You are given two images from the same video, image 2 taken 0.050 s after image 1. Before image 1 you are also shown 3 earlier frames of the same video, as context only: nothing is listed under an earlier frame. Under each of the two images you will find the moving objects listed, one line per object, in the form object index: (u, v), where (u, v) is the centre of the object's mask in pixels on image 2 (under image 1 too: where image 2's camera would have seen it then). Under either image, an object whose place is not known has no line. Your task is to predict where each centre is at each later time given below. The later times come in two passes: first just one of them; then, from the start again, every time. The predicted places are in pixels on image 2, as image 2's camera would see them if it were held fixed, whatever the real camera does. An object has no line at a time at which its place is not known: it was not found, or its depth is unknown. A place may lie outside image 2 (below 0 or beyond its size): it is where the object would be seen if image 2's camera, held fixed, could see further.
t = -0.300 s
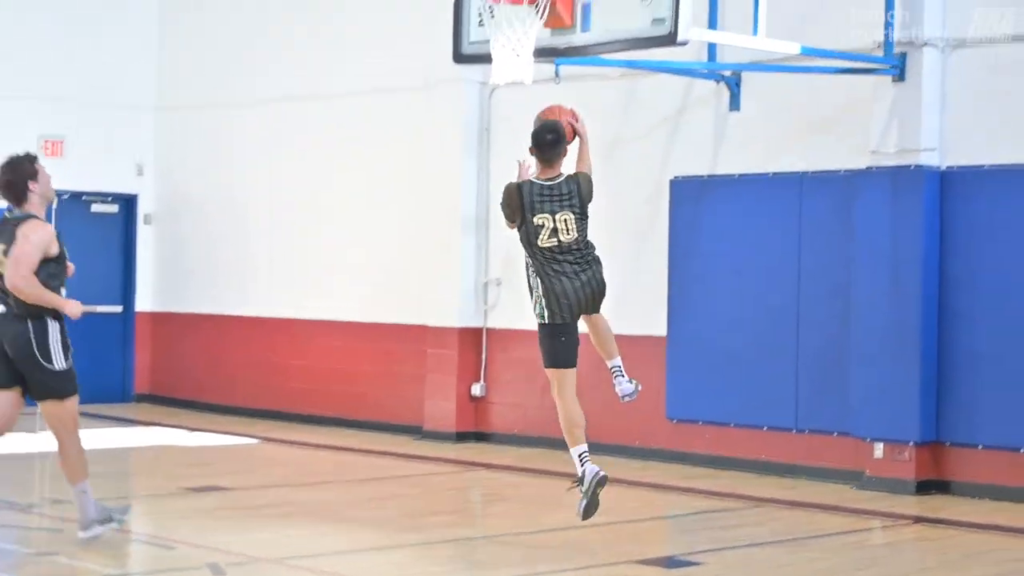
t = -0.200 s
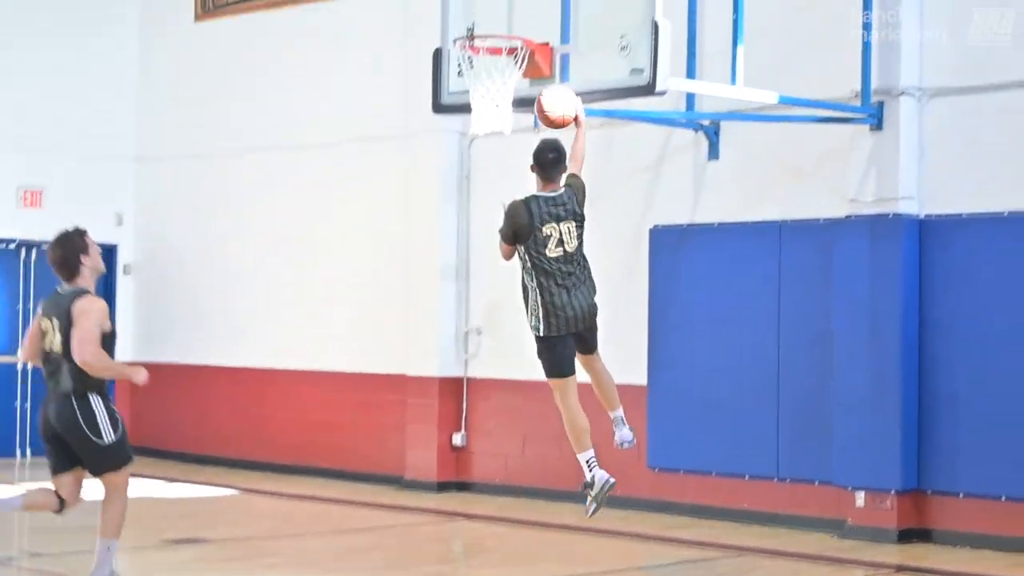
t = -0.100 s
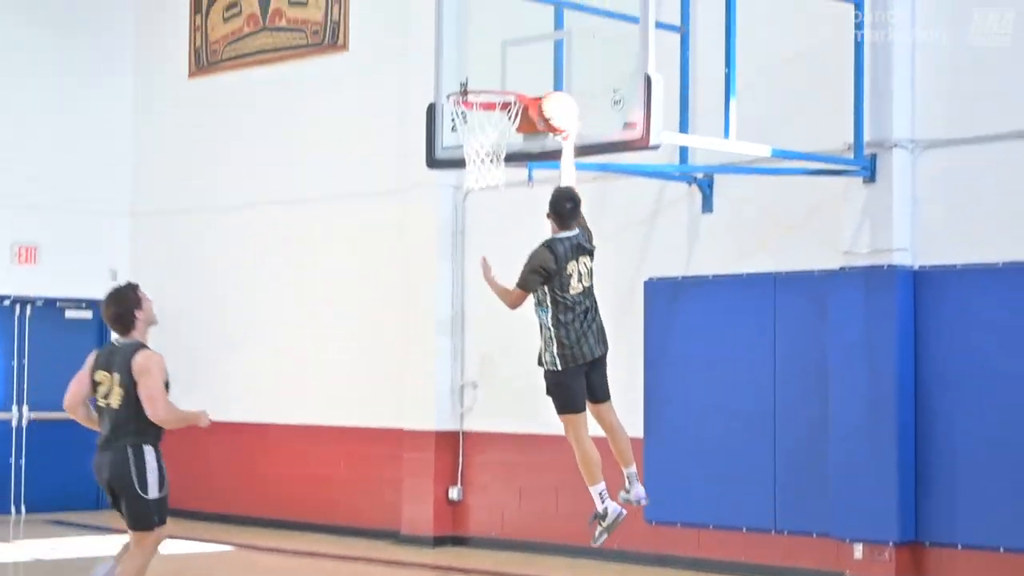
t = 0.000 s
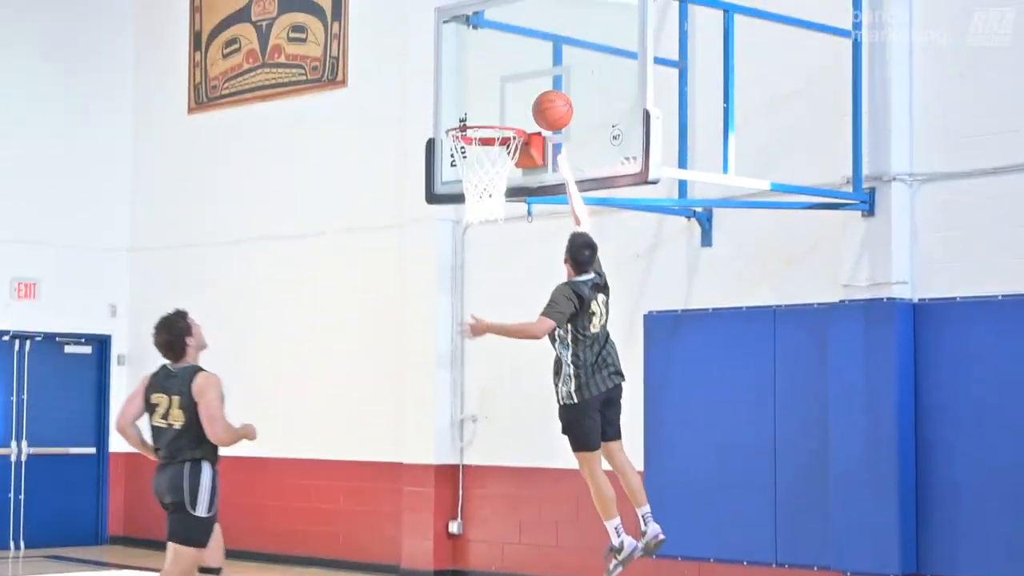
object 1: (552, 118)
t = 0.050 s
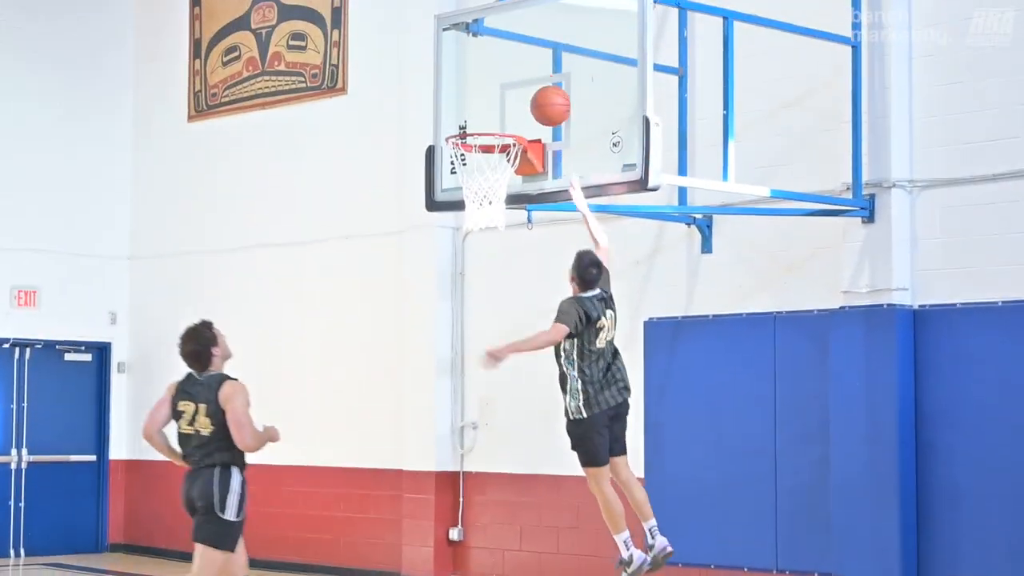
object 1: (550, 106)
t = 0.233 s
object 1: (511, 81)
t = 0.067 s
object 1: (550, 103)
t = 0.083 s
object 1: (548, 99)
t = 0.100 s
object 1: (543, 95)
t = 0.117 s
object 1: (540, 92)
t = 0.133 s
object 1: (536, 89)
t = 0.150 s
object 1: (531, 86)
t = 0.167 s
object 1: (527, 84)
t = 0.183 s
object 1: (523, 83)
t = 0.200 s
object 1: (519, 81)
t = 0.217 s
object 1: (515, 81)
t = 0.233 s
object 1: (511, 81)
